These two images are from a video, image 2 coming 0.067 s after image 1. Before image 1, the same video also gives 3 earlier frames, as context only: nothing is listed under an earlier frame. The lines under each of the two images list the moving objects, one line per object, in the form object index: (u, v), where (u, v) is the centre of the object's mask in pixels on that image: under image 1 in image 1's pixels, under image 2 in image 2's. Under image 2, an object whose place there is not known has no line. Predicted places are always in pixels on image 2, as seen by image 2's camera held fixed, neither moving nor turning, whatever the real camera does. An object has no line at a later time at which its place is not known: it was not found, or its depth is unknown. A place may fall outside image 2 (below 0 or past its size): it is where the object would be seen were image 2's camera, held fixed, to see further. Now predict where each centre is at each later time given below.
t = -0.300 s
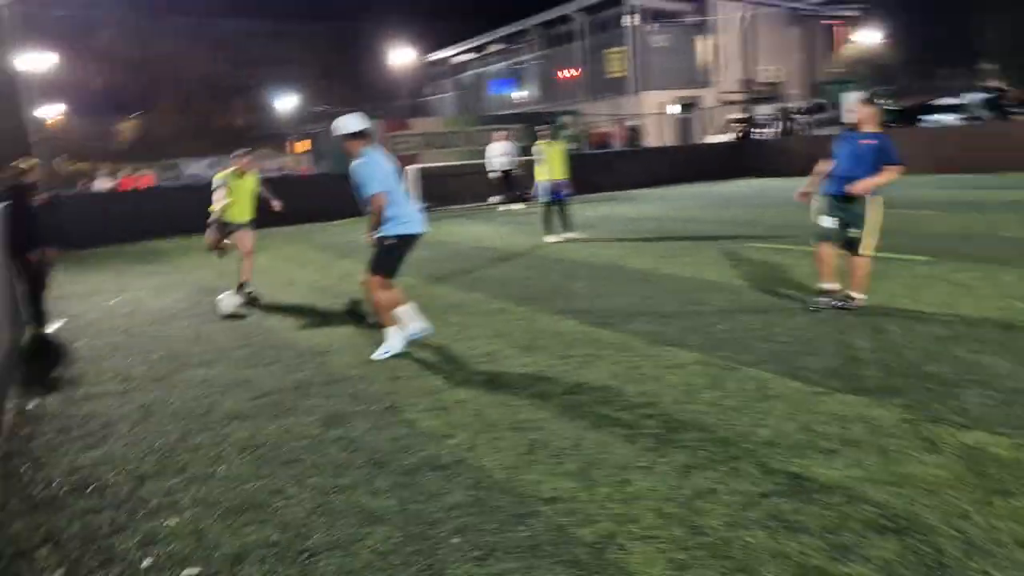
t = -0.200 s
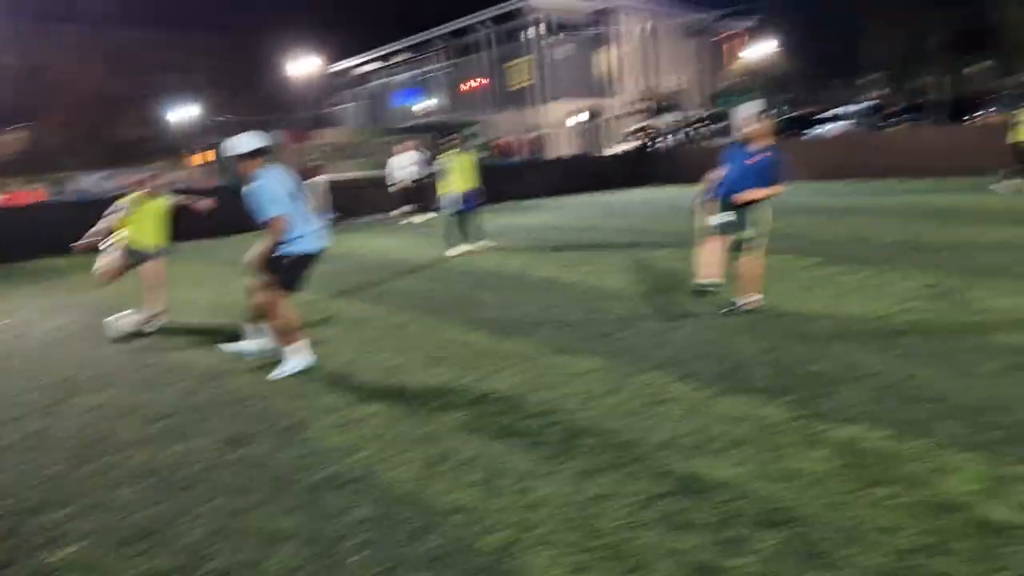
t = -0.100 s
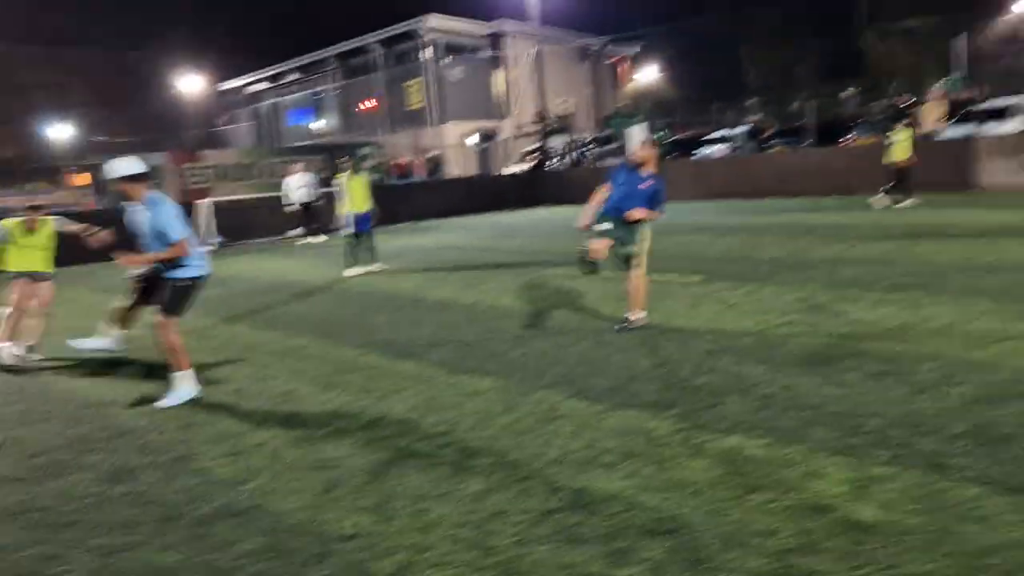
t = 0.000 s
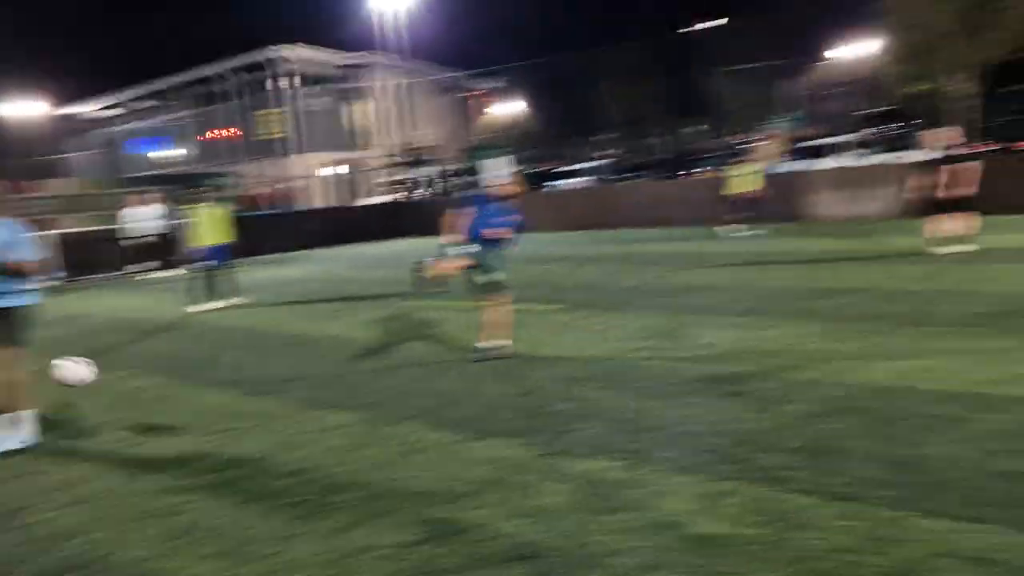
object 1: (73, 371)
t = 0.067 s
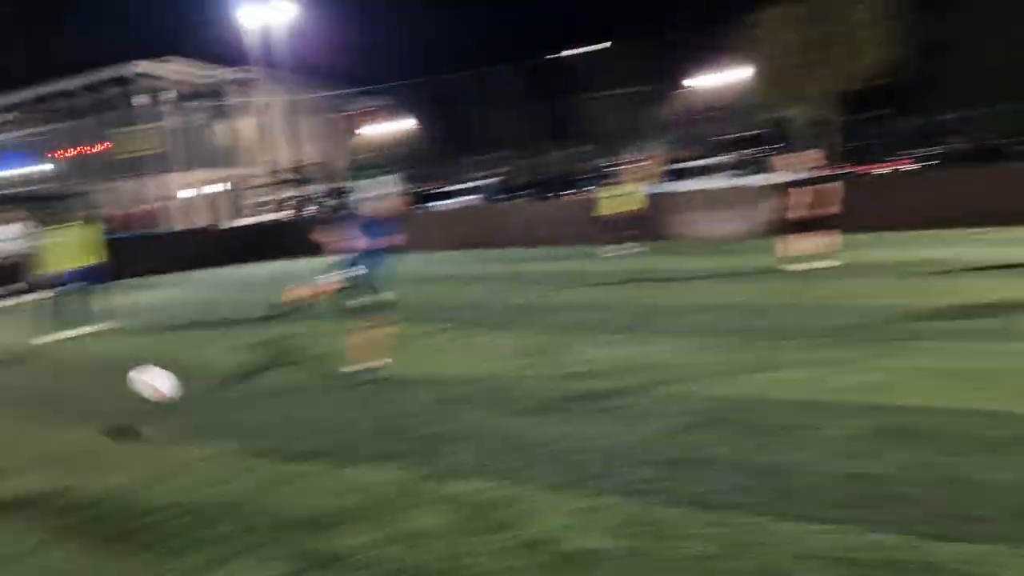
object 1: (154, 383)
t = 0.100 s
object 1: (282, 374)
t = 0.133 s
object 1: (411, 369)
